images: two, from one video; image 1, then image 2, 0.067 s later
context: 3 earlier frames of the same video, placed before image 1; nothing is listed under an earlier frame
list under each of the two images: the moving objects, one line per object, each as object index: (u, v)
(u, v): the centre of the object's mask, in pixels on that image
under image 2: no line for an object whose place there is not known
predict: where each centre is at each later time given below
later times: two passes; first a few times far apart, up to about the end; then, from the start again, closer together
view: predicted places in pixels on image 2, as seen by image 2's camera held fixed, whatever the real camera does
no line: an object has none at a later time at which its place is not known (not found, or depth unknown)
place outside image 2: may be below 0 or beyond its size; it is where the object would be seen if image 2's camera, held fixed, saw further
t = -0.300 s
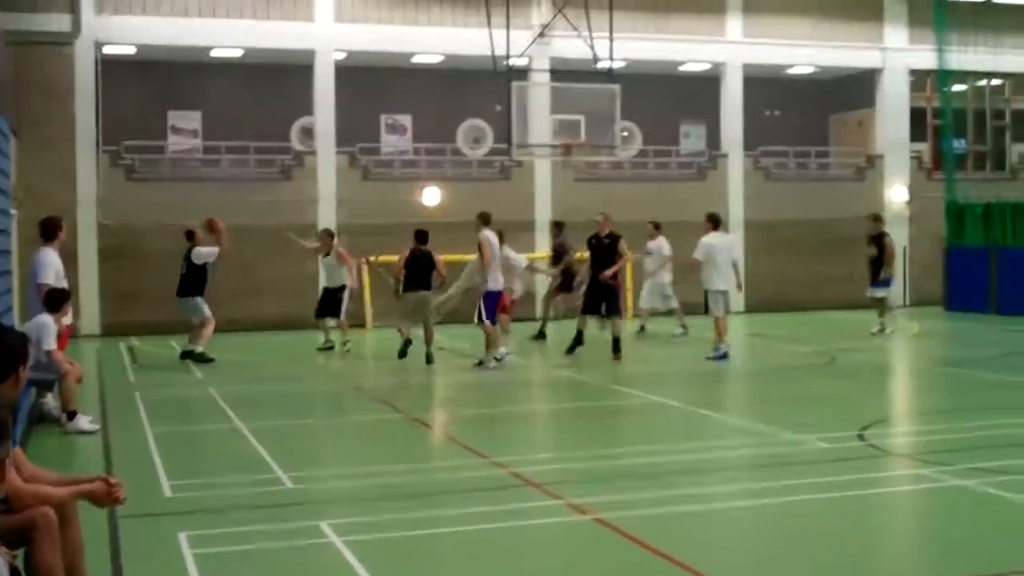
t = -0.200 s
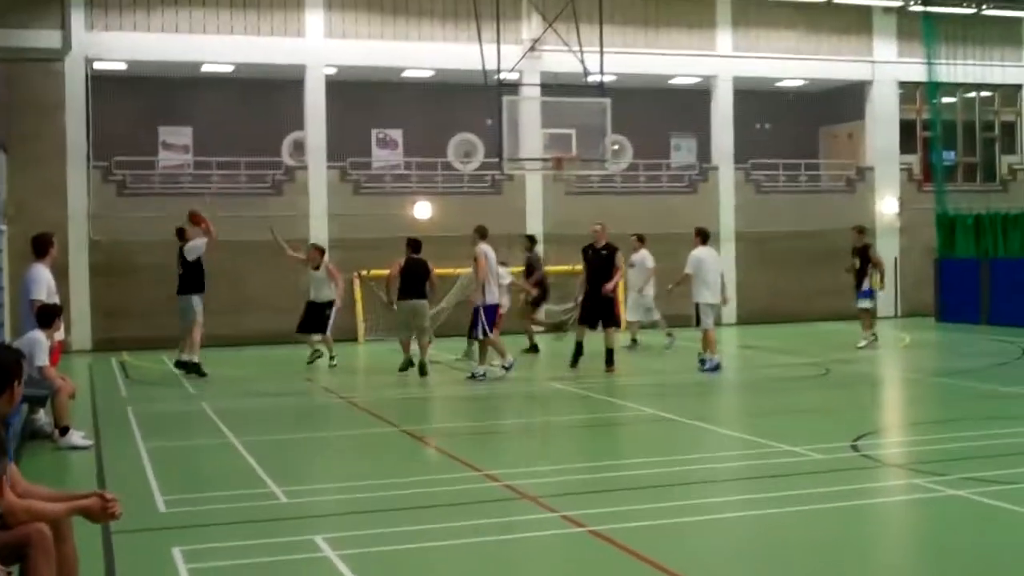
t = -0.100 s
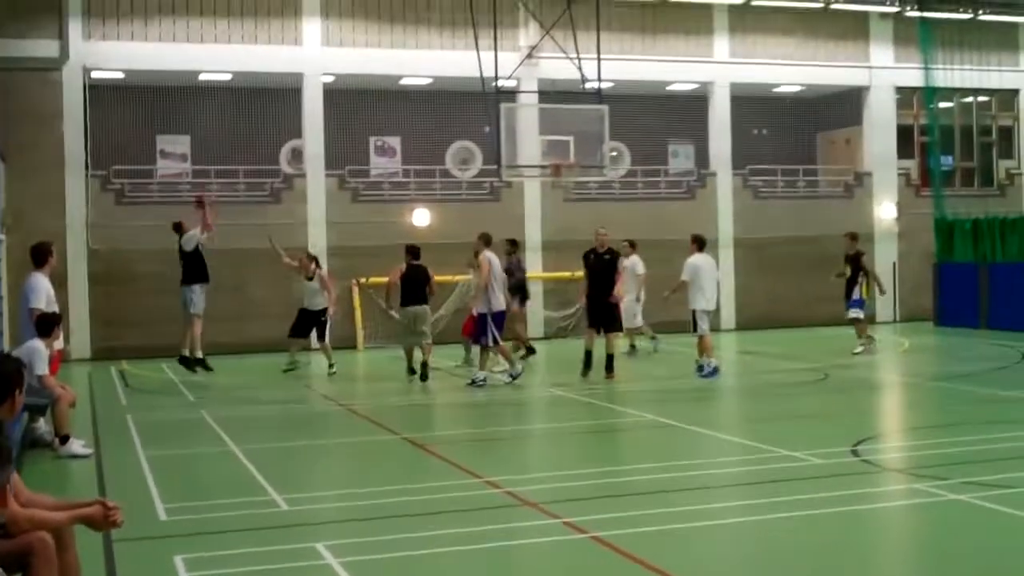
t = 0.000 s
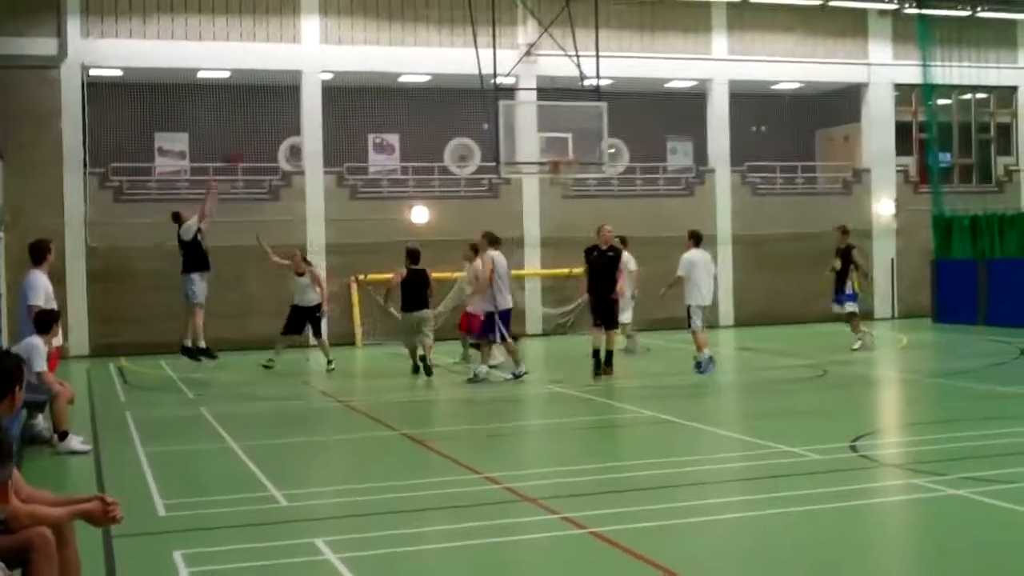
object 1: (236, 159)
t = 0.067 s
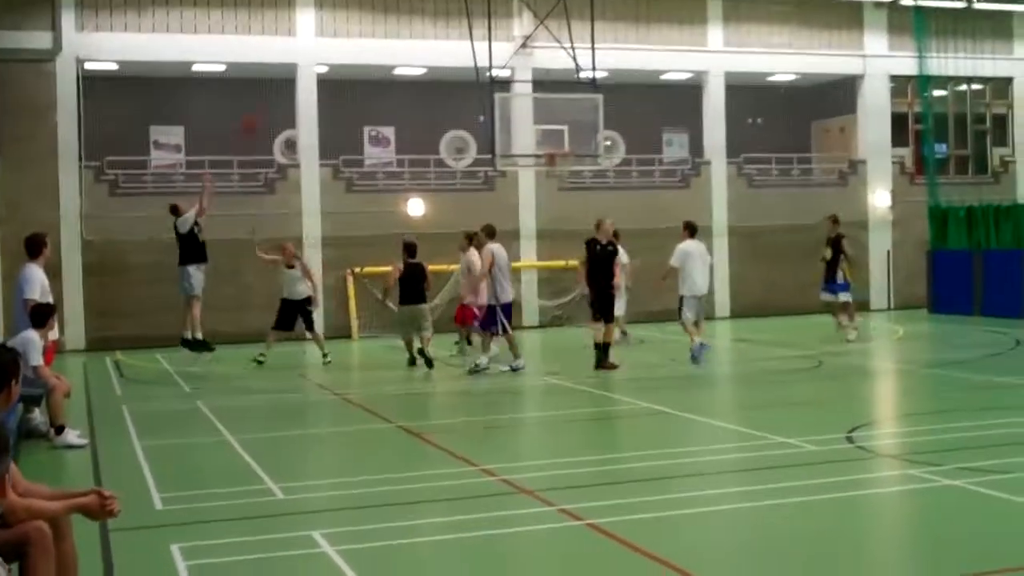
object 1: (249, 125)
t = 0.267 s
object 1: (321, 68)
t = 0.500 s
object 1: (395, 38)
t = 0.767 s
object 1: (475, 52)
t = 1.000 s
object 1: (539, 99)
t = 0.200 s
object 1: (300, 83)
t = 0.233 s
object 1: (311, 74)
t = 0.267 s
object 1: (321, 68)
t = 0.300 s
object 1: (332, 61)
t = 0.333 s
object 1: (343, 55)
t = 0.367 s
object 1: (354, 51)
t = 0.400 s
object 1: (365, 46)
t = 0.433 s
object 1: (375, 43)
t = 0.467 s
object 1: (385, 41)
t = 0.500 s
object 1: (395, 38)
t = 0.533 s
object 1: (405, 38)
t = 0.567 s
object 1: (416, 37)
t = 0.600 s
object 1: (426, 38)
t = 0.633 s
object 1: (436, 40)
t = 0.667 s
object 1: (446, 41)
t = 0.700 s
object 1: (456, 44)
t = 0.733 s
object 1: (467, 48)
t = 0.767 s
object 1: (475, 52)
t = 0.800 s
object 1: (485, 57)
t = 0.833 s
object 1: (494, 62)
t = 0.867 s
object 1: (504, 70)
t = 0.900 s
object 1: (513, 75)
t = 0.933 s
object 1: (523, 84)
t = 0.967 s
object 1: (530, 92)
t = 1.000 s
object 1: (539, 99)
